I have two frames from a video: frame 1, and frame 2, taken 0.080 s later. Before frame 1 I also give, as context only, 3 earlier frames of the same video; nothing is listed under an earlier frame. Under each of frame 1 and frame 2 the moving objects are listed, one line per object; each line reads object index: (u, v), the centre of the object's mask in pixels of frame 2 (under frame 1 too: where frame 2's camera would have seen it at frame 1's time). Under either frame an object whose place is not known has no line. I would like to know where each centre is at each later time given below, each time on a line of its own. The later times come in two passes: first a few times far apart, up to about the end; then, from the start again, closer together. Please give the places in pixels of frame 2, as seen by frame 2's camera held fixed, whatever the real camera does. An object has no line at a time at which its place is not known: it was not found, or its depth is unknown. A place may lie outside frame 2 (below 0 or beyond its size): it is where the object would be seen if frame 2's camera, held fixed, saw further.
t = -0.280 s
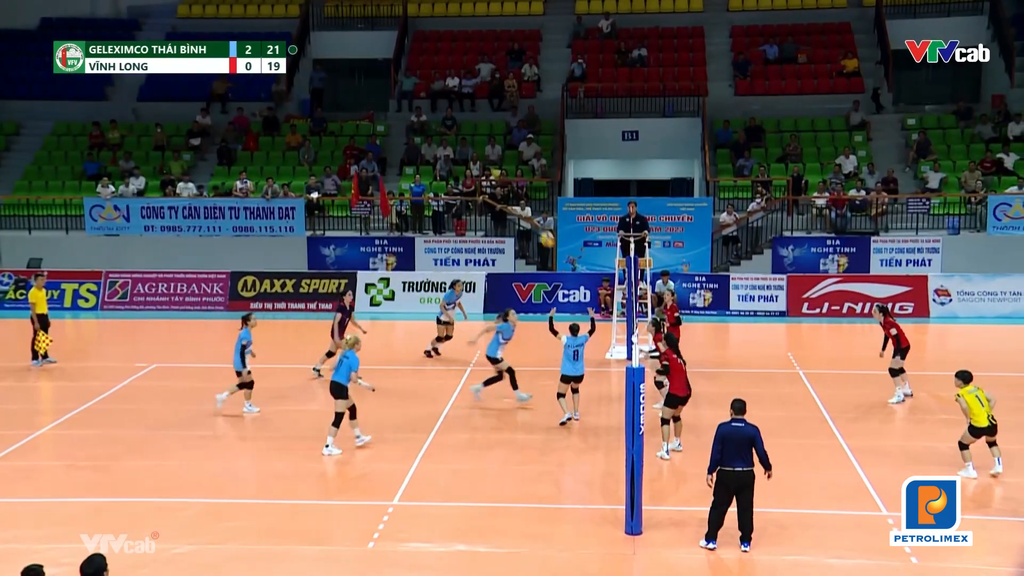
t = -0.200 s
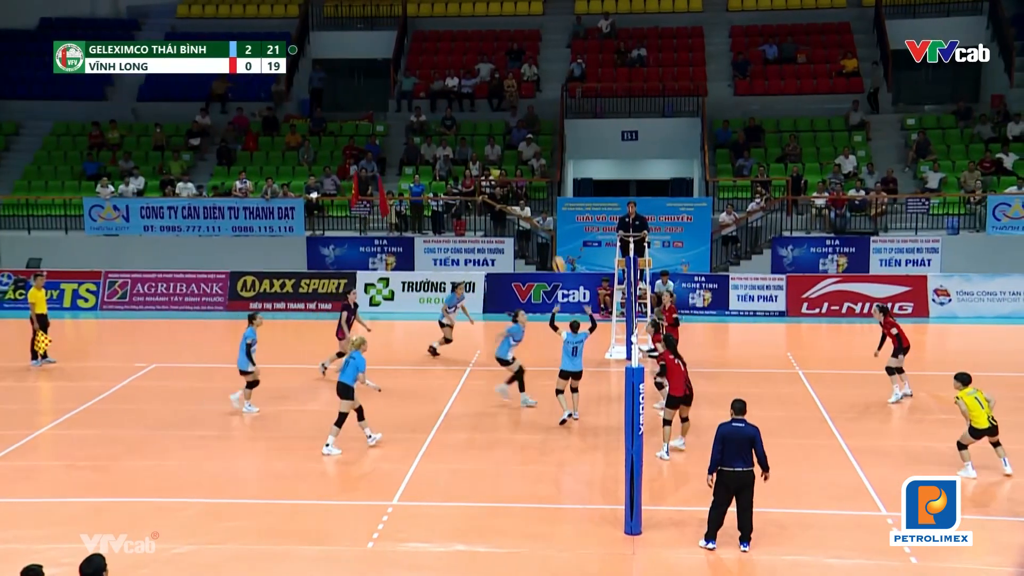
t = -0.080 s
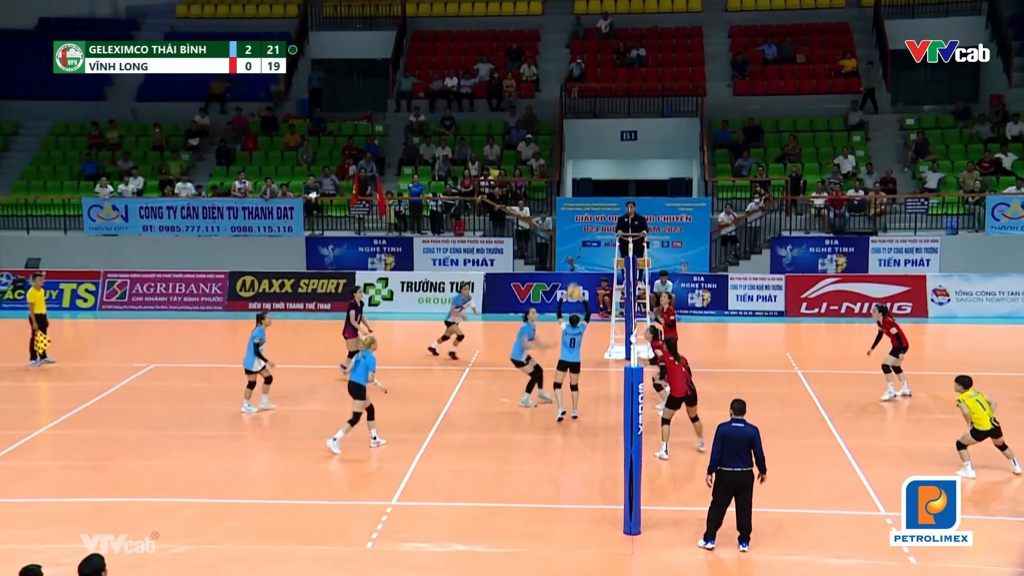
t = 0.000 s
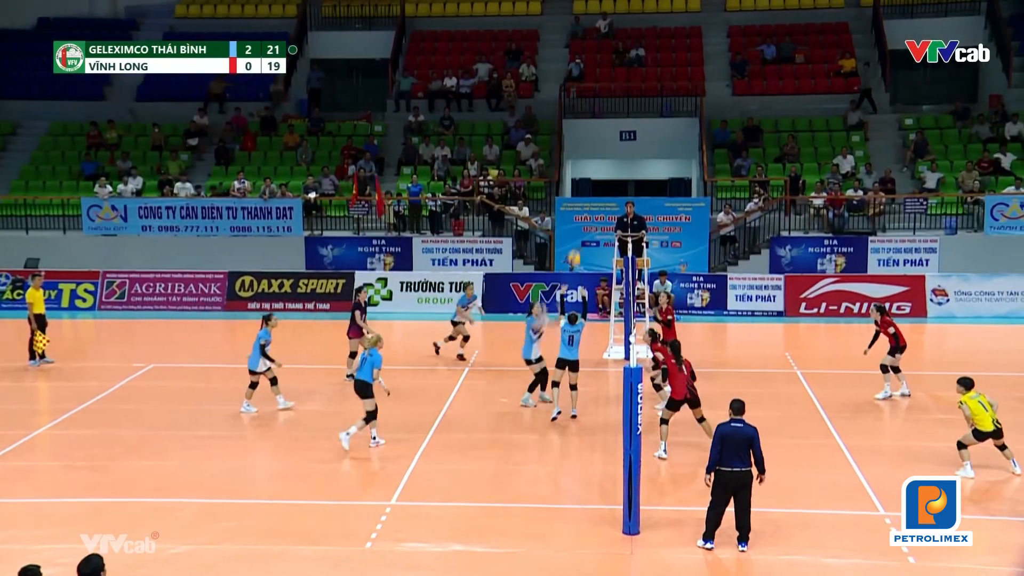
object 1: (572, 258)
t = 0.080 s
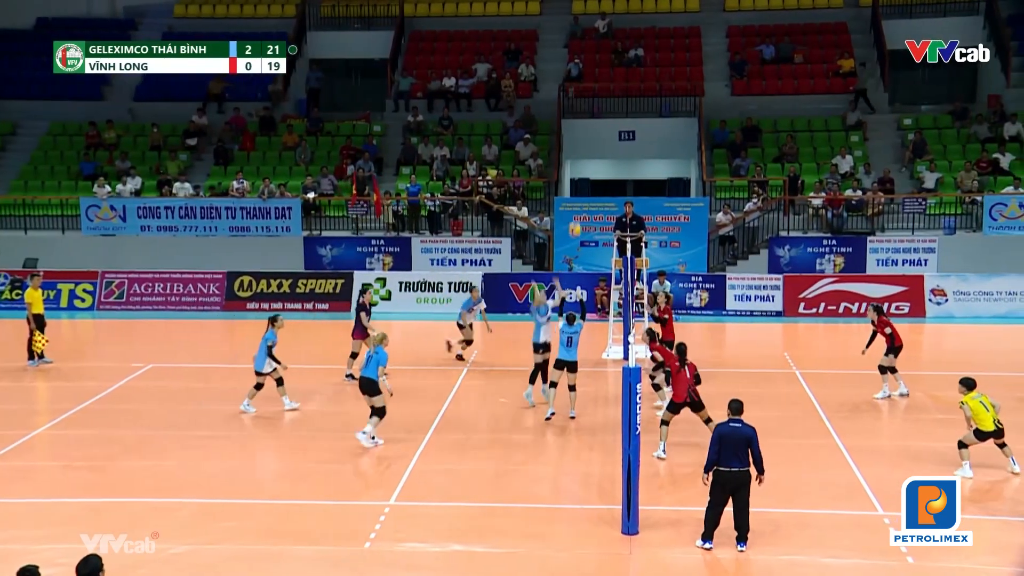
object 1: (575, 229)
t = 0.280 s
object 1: (578, 177)
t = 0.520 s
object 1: (579, 145)
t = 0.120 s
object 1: (576, 216)
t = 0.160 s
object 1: (576, 204)
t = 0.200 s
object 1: (576, 193)
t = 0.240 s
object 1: (577, 185)
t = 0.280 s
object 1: (578, 177)
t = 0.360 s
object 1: (578, 161)
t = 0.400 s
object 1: (579, 156)
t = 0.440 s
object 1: (578, 151)
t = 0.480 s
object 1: (579, 148)
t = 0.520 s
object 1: (579, 145)
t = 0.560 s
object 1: (579, 144)
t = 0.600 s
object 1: (579, 143)
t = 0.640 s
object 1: (579, 144)
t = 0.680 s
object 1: (579, 145)
